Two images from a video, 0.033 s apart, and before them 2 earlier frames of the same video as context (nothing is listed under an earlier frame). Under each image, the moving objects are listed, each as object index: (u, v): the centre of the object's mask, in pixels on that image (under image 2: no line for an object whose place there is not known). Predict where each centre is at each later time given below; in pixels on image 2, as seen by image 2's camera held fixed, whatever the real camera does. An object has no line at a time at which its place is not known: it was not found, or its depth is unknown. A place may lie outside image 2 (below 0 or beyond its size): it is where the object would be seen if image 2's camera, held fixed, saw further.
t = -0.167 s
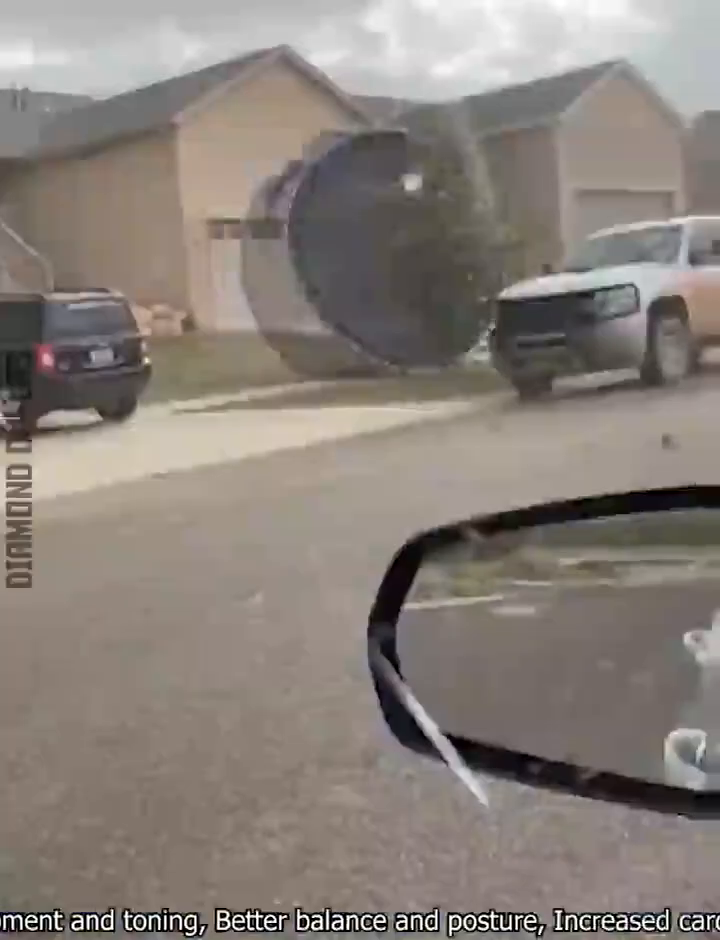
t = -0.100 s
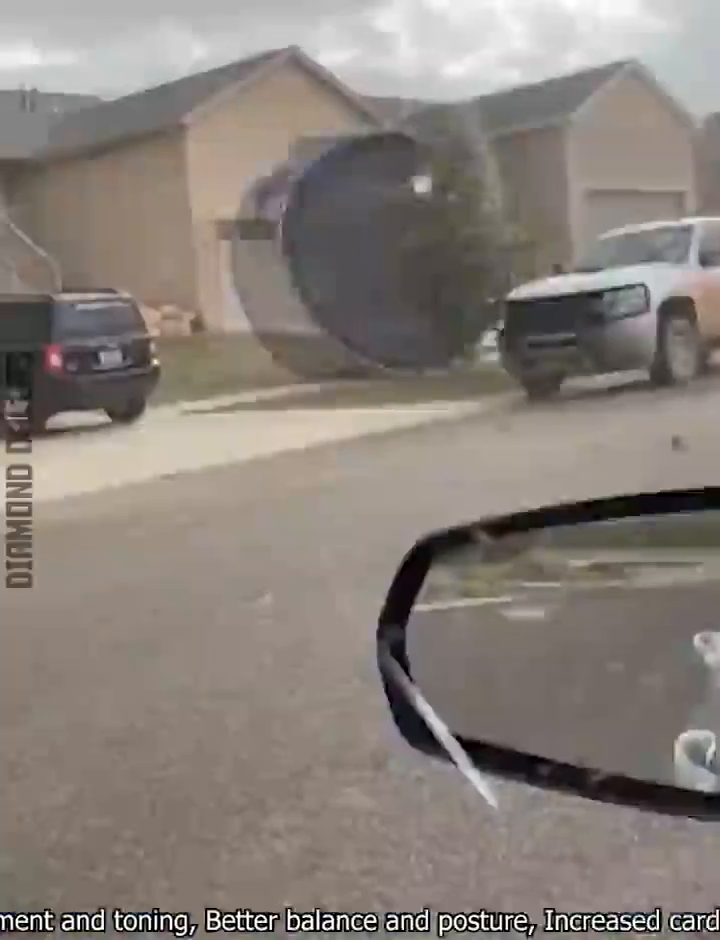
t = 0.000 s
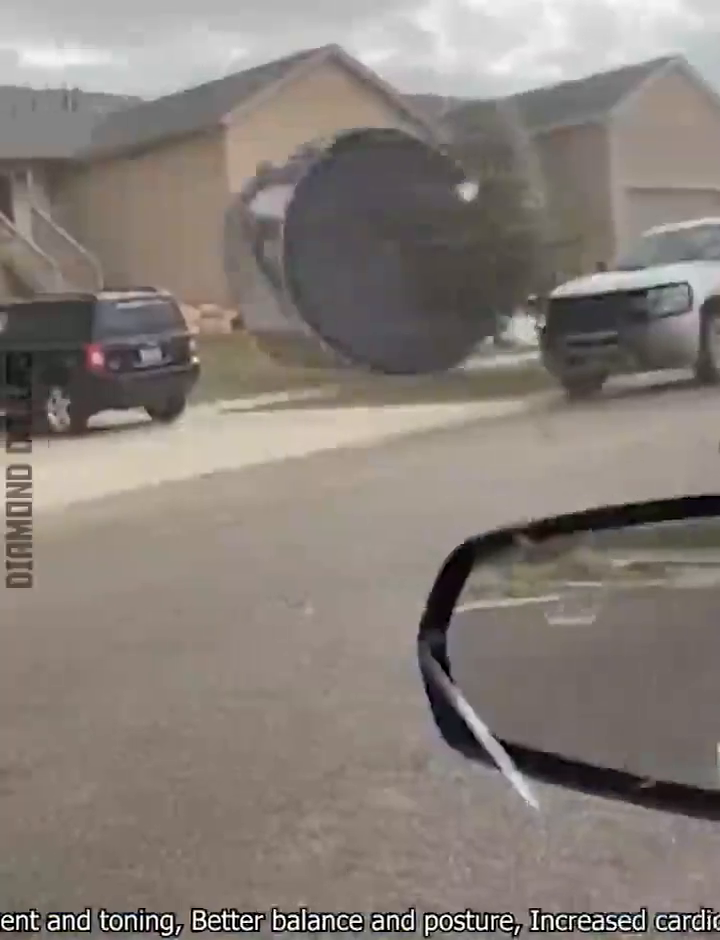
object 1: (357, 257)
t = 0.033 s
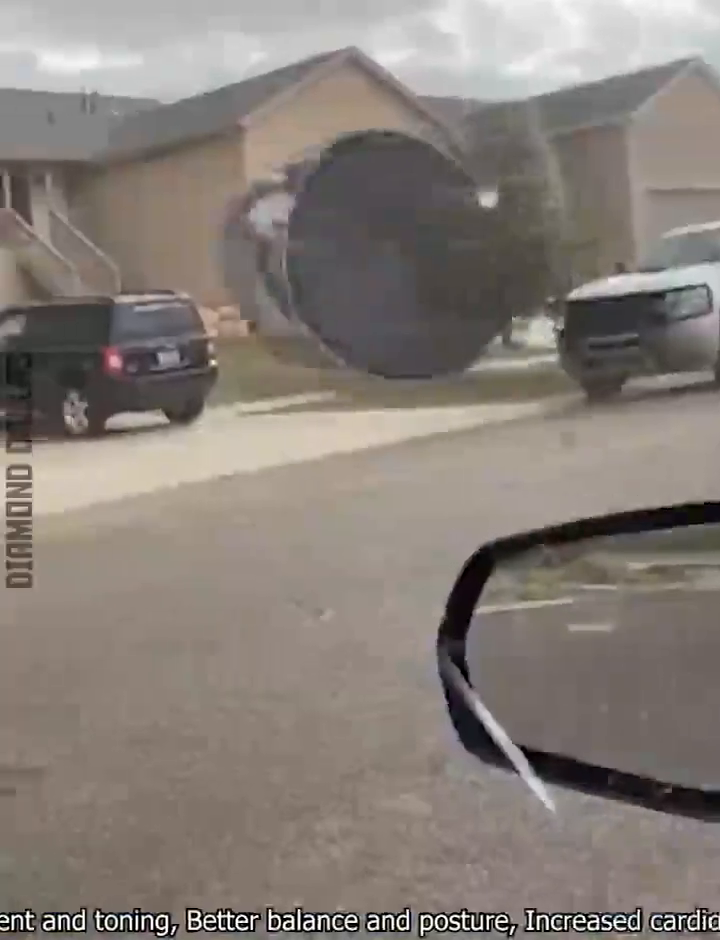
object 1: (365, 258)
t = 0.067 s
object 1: (356, 262)
